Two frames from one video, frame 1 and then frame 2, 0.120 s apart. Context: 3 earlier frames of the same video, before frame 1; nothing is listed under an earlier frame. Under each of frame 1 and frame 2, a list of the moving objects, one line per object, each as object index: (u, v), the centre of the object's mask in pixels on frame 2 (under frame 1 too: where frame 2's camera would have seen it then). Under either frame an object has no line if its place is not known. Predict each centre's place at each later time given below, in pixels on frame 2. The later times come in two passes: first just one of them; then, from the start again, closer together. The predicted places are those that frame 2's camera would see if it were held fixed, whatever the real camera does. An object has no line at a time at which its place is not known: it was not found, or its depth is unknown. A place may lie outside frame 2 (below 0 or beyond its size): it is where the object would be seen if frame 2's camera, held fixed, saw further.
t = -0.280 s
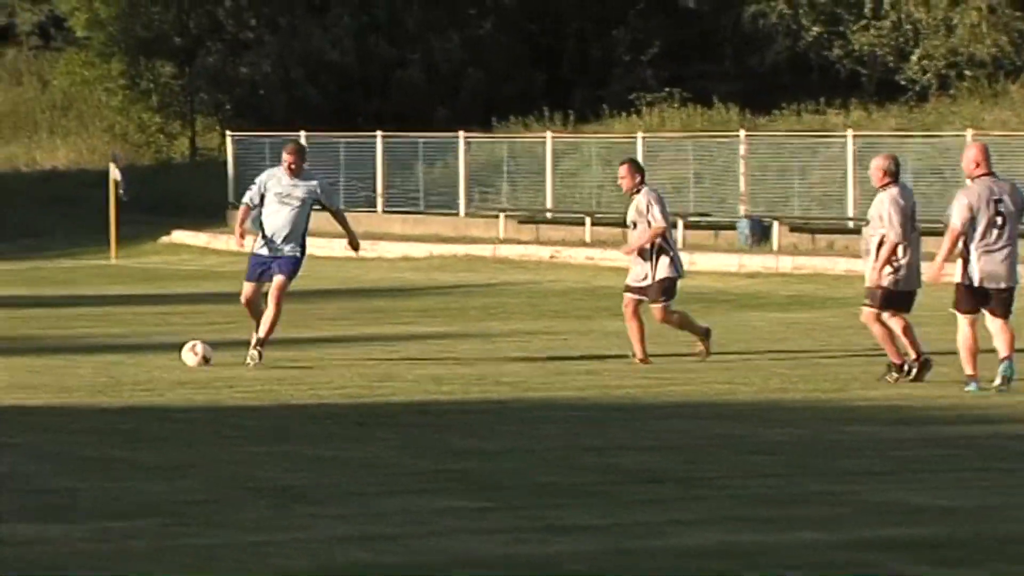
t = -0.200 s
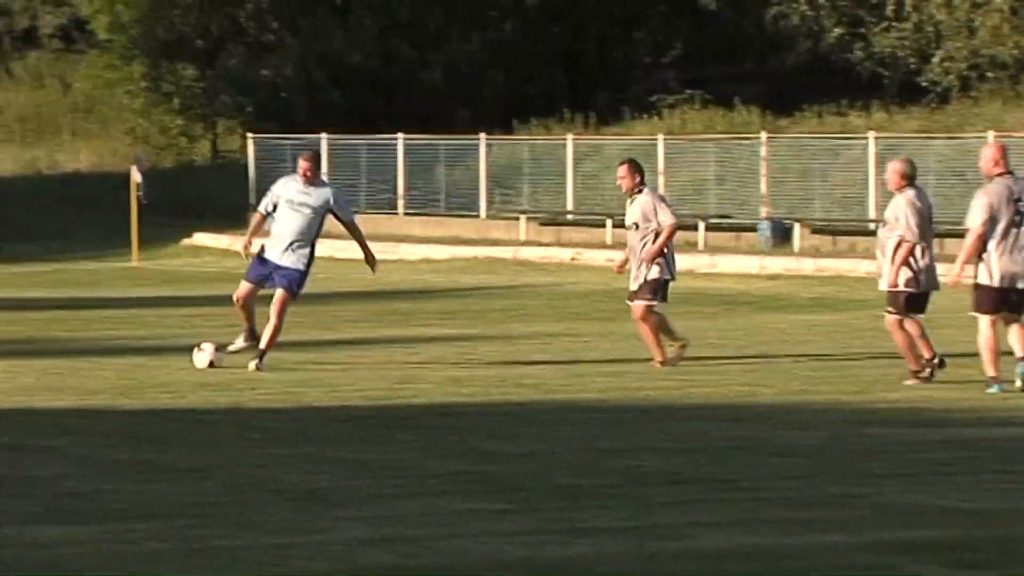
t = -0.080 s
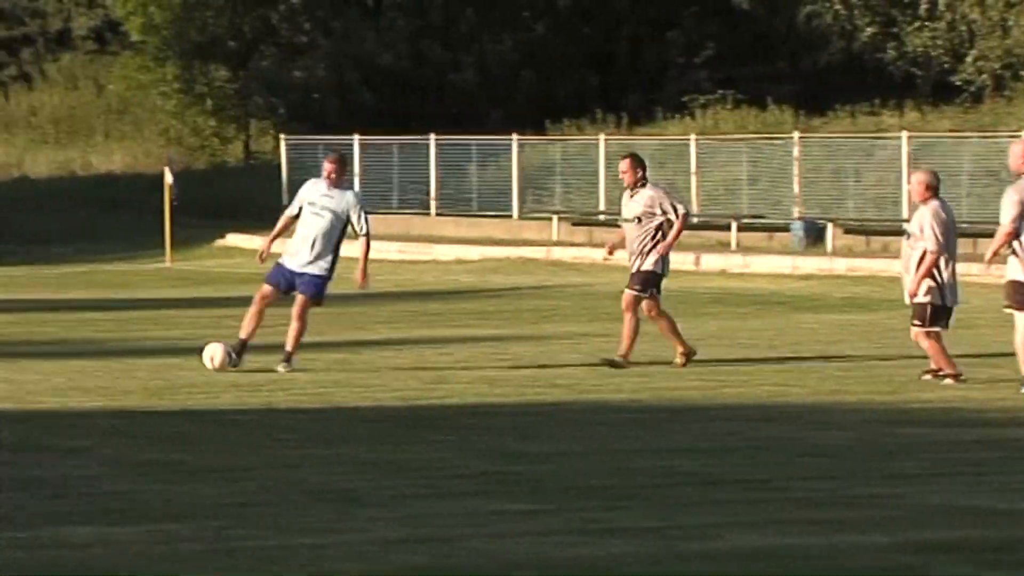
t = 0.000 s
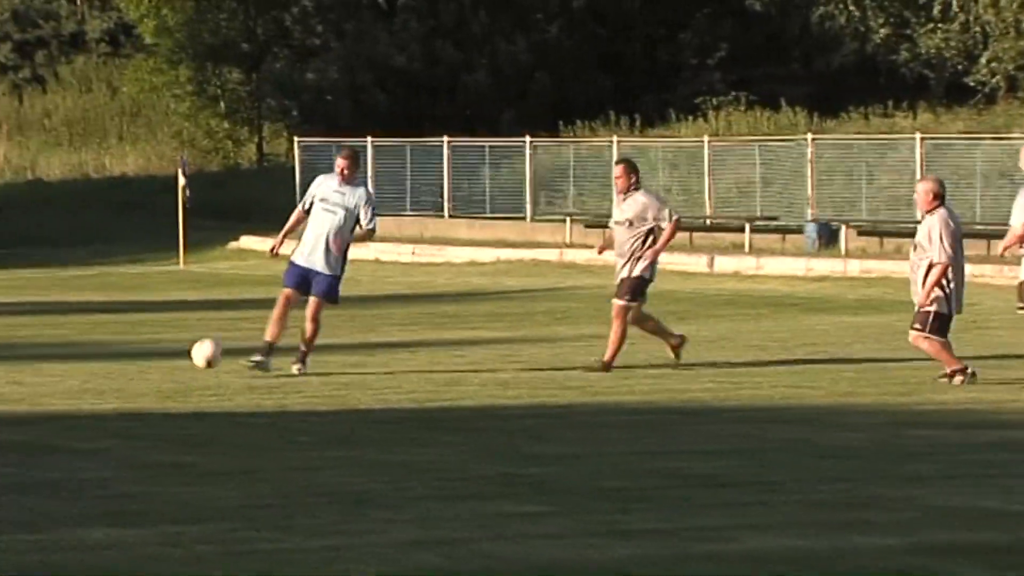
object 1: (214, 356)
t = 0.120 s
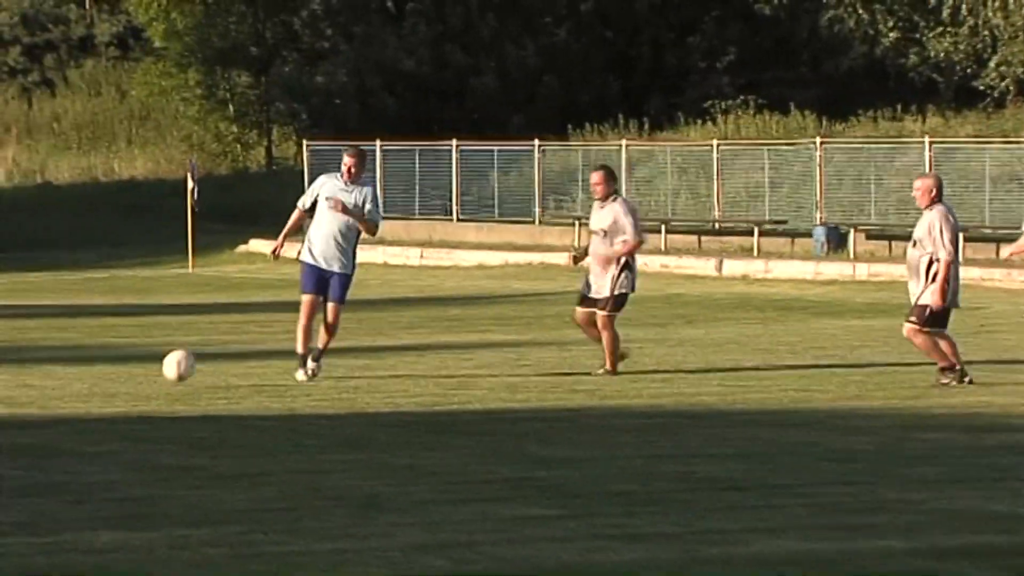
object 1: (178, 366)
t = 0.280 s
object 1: (129, 381)
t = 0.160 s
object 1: (165, 374)
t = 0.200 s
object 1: (153, 382)
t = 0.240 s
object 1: (141, 383)
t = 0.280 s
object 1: (129, 381)
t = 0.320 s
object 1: (116, 379)
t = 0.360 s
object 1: (104, 381)
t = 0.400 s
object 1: (92, 384)
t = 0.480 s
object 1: (67, 393)
